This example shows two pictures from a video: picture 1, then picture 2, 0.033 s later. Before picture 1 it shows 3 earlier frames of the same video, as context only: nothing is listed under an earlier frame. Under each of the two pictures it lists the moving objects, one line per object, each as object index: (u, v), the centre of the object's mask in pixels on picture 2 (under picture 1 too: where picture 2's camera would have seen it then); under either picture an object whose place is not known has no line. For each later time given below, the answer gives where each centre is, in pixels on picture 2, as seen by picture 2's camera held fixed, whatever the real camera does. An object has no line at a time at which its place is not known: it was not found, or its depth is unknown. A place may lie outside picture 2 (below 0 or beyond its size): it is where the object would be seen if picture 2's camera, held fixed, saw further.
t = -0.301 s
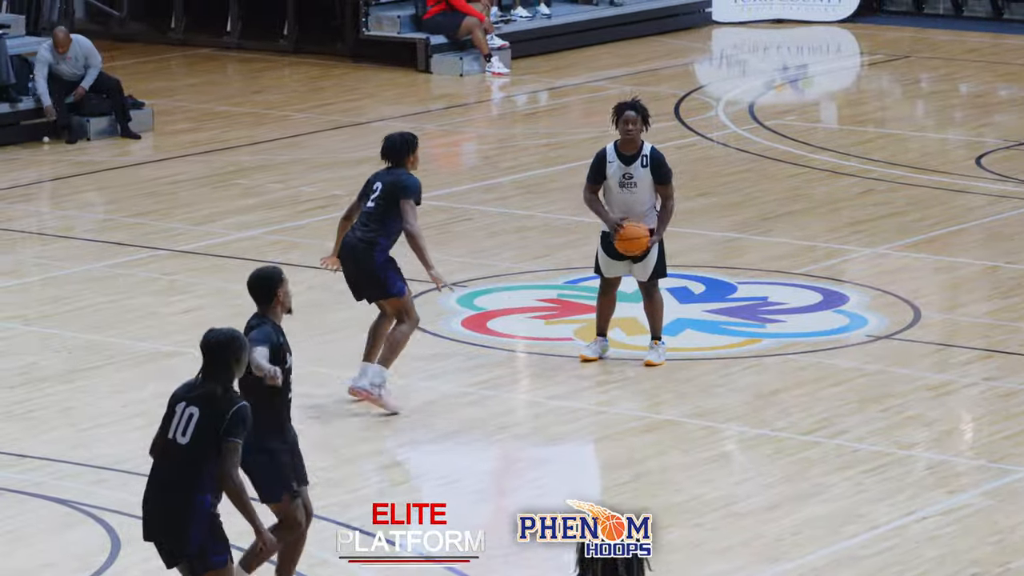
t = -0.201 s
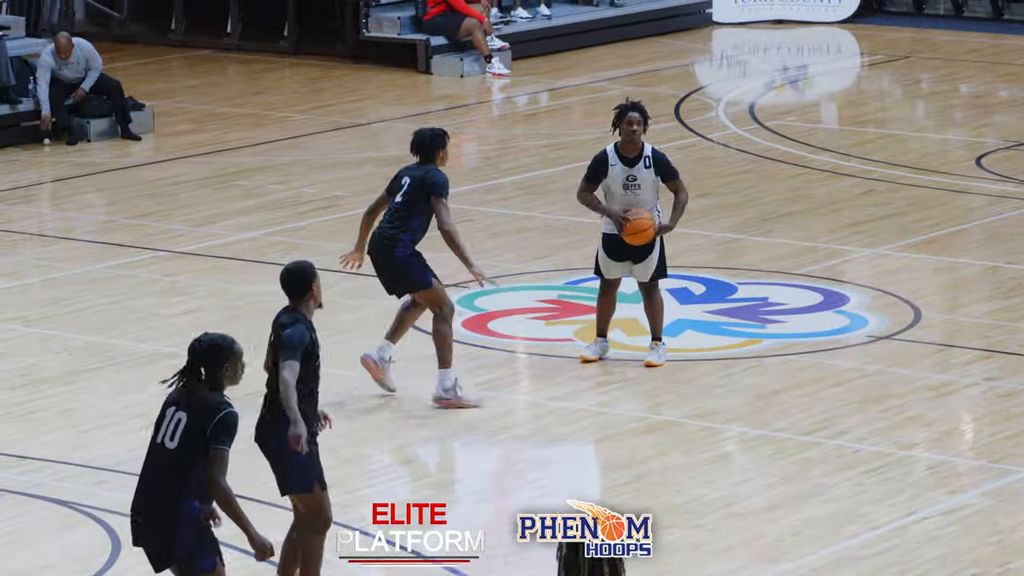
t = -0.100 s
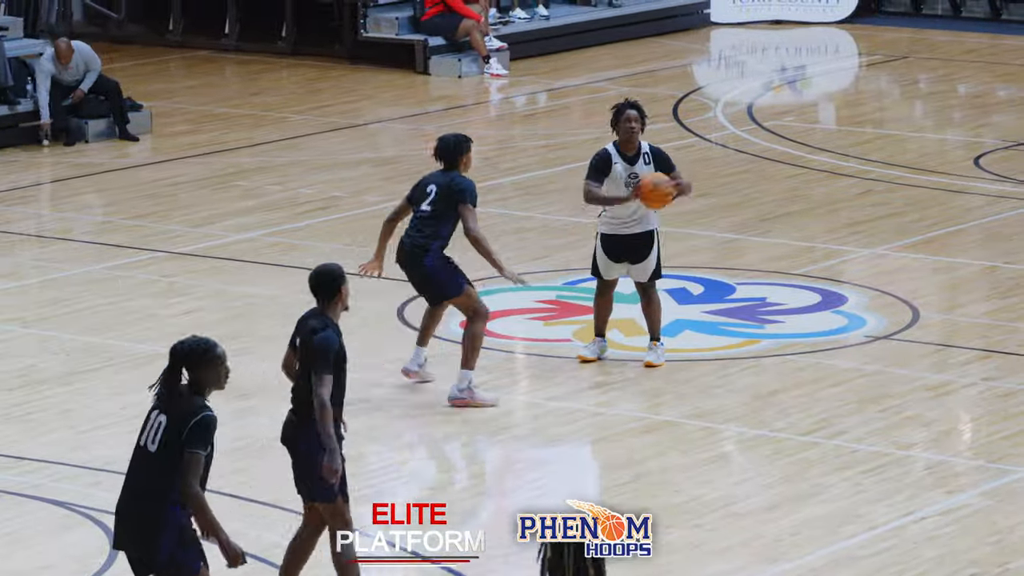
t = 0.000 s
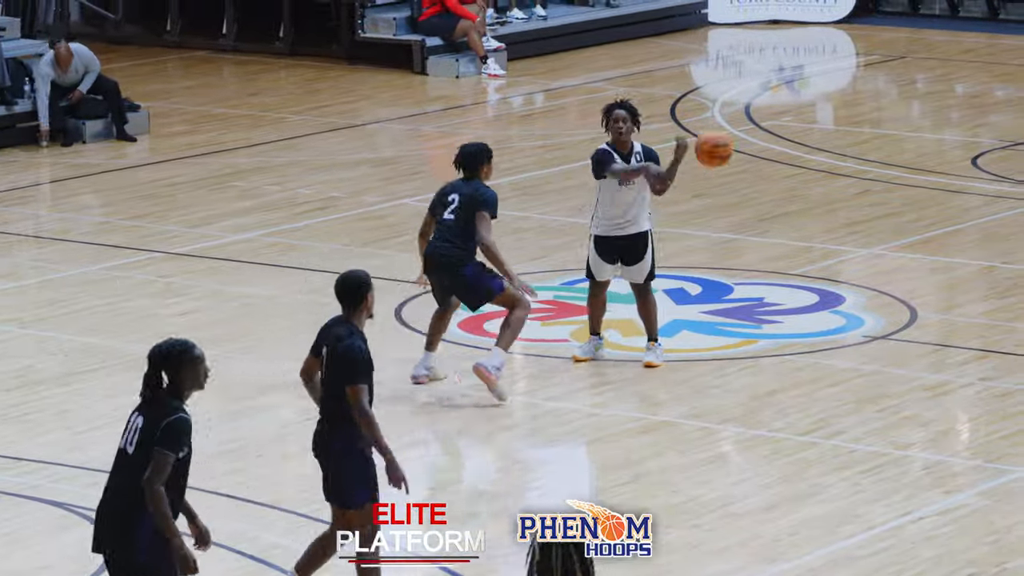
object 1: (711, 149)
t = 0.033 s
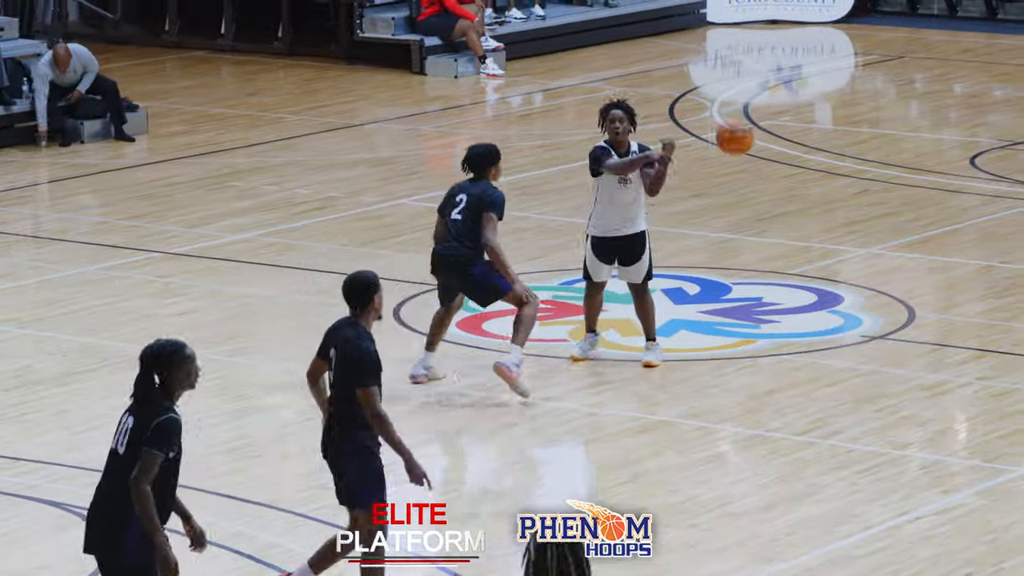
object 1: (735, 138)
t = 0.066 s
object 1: (758, 129)
